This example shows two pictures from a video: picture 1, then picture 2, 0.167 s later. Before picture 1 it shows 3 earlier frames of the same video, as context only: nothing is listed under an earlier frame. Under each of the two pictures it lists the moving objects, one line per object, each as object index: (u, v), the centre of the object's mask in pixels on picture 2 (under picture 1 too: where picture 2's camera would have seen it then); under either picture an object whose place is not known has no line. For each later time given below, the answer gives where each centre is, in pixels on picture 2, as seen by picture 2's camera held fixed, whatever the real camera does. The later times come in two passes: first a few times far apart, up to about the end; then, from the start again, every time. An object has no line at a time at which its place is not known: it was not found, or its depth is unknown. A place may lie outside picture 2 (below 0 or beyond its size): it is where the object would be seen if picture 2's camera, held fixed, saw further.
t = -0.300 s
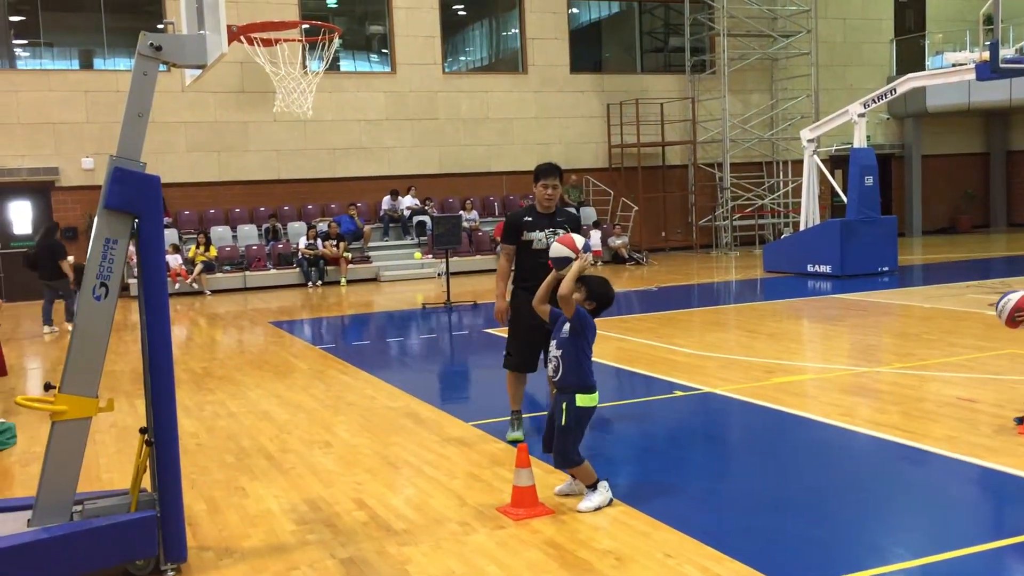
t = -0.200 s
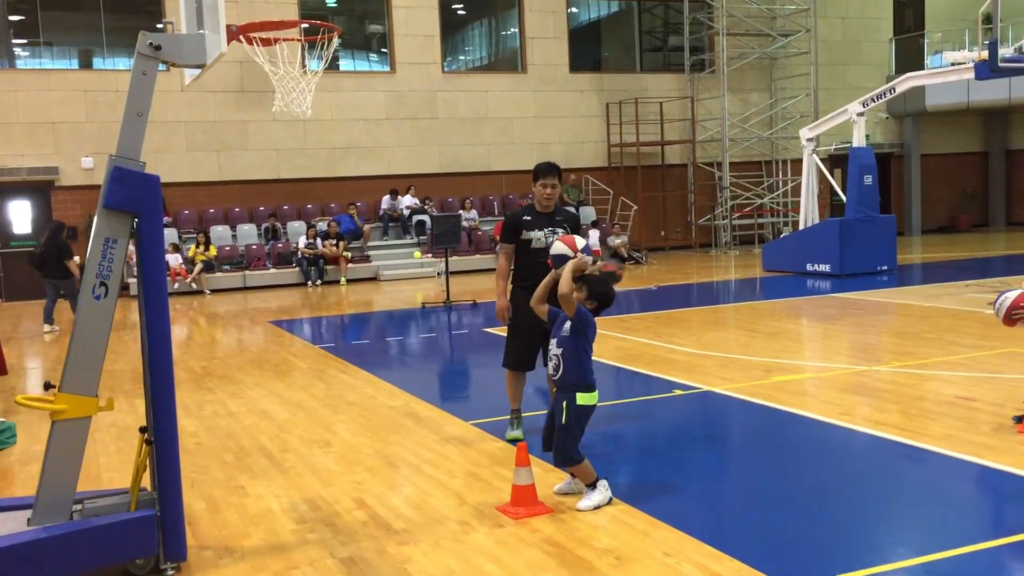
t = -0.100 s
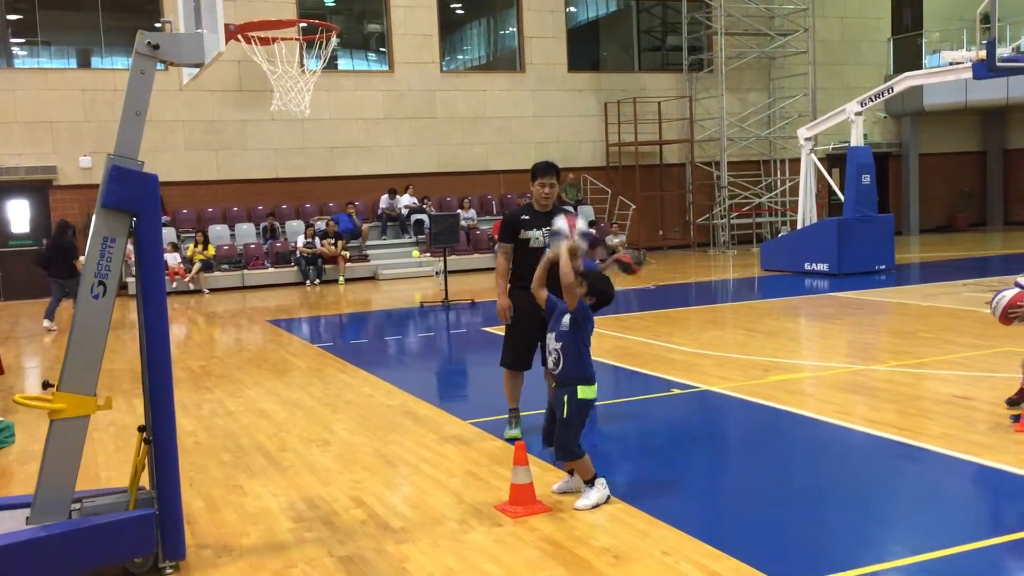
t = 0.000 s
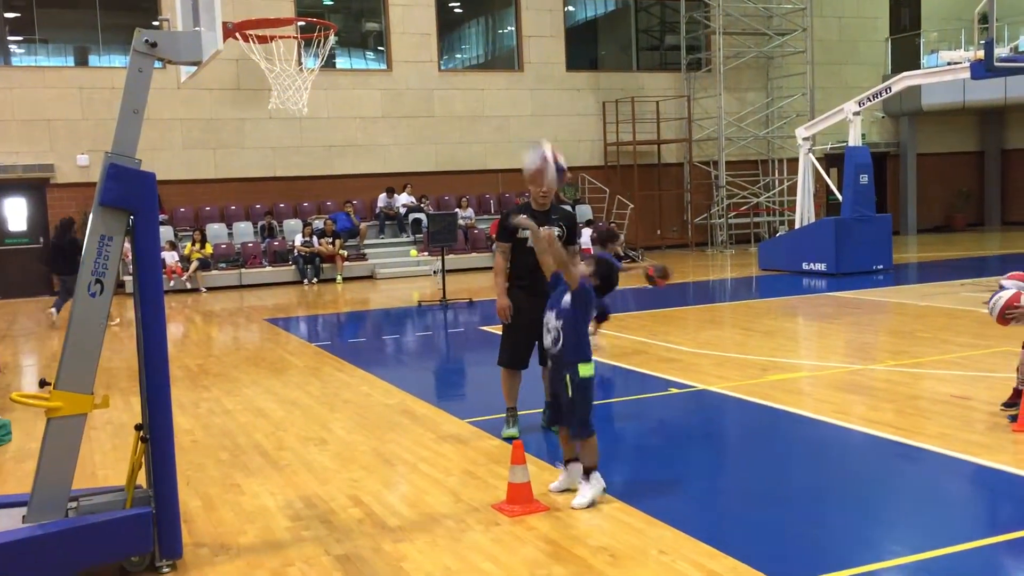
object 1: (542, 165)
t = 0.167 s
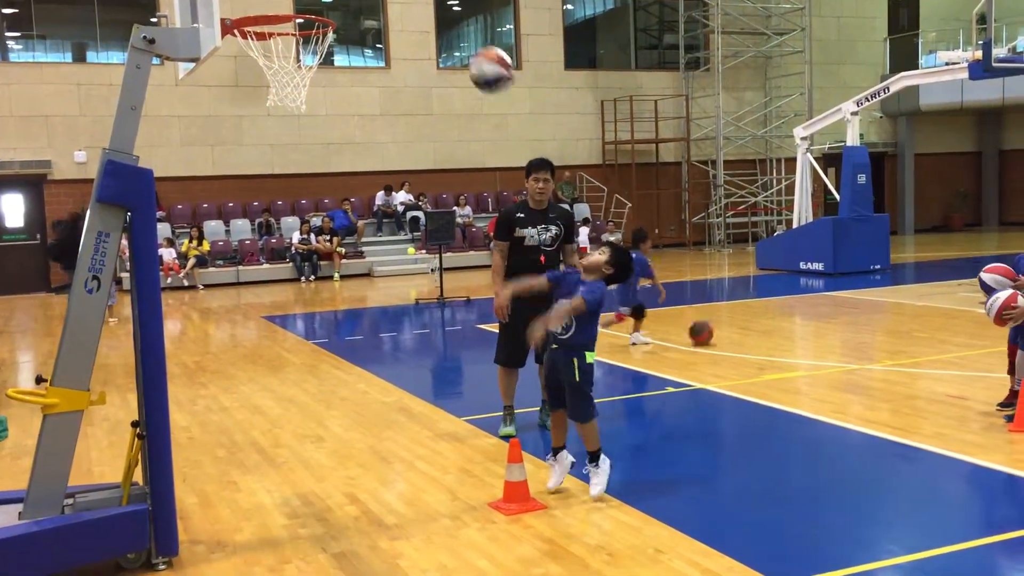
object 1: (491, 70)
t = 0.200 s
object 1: (482, 57)
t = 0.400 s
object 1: (422, 24)
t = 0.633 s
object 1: (351, 91)
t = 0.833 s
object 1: (292, 241)
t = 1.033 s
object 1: (235, 492)
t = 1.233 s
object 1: (203, 377)
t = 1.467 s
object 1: (178, 254)
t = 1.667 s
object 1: (178, 253)
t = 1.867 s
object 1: (183, 341)
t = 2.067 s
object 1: (196, 525)
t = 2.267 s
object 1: (159, 422)
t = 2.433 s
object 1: (128, 364)
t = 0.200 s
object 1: (482, 57)
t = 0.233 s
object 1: (473, 46)
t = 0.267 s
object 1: (461, 37)
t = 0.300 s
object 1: (451, 30)
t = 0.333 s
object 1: (442, 26)
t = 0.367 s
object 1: (432, 24)
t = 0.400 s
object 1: (422, 24)
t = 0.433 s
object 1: (412, 25)
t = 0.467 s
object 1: (401, 29)
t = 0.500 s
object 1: (391, 36)
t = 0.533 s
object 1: (382, 44)
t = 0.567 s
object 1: (371, 56)
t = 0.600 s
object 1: (362, 70)
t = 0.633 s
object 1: (351, 91)
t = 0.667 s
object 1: (340, 107)
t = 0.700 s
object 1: (330, 129)
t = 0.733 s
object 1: (321, 153)
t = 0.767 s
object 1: (311, 179)
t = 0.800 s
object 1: (300, 207)
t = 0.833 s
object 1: (292, 241)
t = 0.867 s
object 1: (284, 275)
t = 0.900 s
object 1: (273, 313)
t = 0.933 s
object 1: (264, 352)
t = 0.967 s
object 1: (254, 396)
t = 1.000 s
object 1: (245, 442)
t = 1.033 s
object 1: (235, 492)
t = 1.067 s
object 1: (226, 533)
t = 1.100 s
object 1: (221, 496)
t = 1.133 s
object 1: (217, 463)
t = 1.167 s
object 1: (214, 434)
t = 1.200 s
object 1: (209, 405)
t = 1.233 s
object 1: (203, 377)
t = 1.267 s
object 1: (199, 353)
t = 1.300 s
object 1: (195, 330)
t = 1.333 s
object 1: (191, 310)
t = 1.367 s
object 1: (188, 292)
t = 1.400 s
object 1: (184, 277)
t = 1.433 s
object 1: (180, 265)
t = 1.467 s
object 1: (178, 254)
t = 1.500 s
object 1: (178, 247)
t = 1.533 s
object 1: (178, 244)
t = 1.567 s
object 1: (178, 243)
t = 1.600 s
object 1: (178, 244)
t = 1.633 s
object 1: (178, 248)
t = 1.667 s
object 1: (178, 253)
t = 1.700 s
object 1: (179, 263)
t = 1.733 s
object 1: (180, 271)
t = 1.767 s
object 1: (181, 285)
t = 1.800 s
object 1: (181, 300)
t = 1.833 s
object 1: (182, 319)
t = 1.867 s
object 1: (183, 341)
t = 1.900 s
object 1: (184, 365)
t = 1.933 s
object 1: (186, 393)
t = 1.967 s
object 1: (187, 422)
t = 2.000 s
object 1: (192, 454)
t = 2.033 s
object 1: (193, 493)
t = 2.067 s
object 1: (196, 525)
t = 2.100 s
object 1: (193, 546)
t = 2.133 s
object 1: (187, 513)
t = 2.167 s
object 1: (180, 487)
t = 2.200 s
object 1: (173, 463)
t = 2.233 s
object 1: (166, 442)
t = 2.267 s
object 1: (159, 422)
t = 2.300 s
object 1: (153, 406)
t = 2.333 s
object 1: (146, 392)
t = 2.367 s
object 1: (140, 381)
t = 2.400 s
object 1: (134, 371)
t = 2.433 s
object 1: (128, 364)
